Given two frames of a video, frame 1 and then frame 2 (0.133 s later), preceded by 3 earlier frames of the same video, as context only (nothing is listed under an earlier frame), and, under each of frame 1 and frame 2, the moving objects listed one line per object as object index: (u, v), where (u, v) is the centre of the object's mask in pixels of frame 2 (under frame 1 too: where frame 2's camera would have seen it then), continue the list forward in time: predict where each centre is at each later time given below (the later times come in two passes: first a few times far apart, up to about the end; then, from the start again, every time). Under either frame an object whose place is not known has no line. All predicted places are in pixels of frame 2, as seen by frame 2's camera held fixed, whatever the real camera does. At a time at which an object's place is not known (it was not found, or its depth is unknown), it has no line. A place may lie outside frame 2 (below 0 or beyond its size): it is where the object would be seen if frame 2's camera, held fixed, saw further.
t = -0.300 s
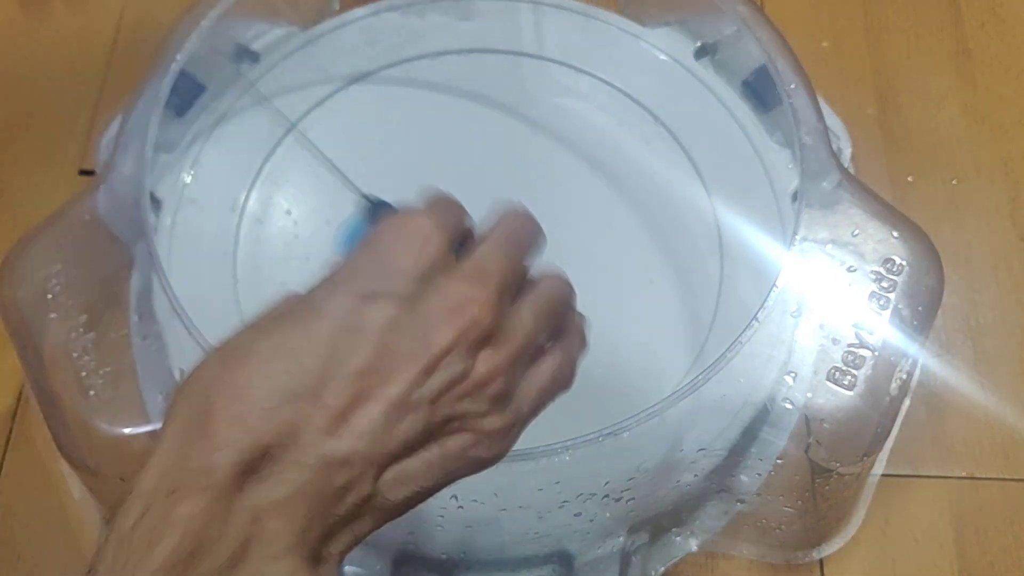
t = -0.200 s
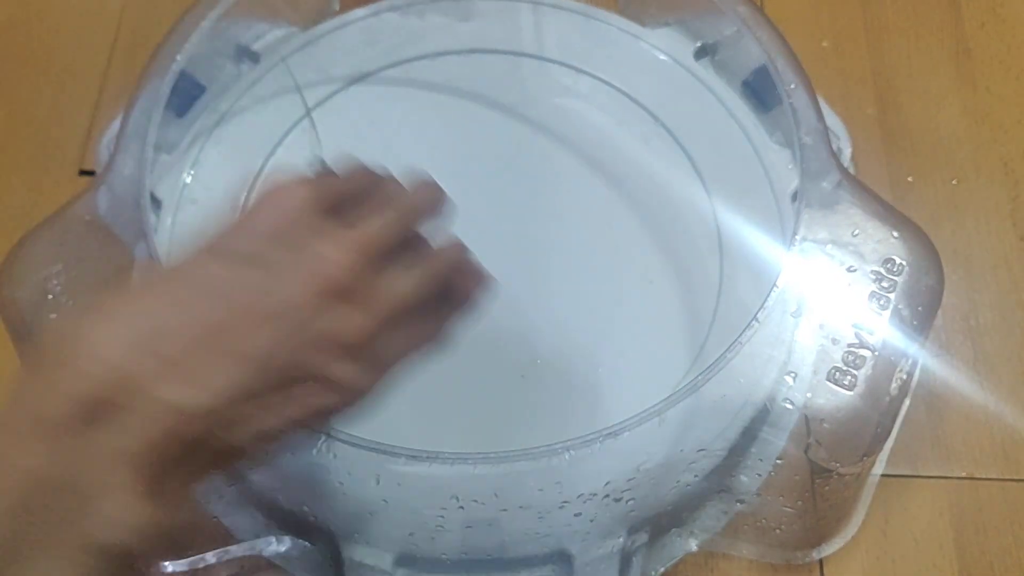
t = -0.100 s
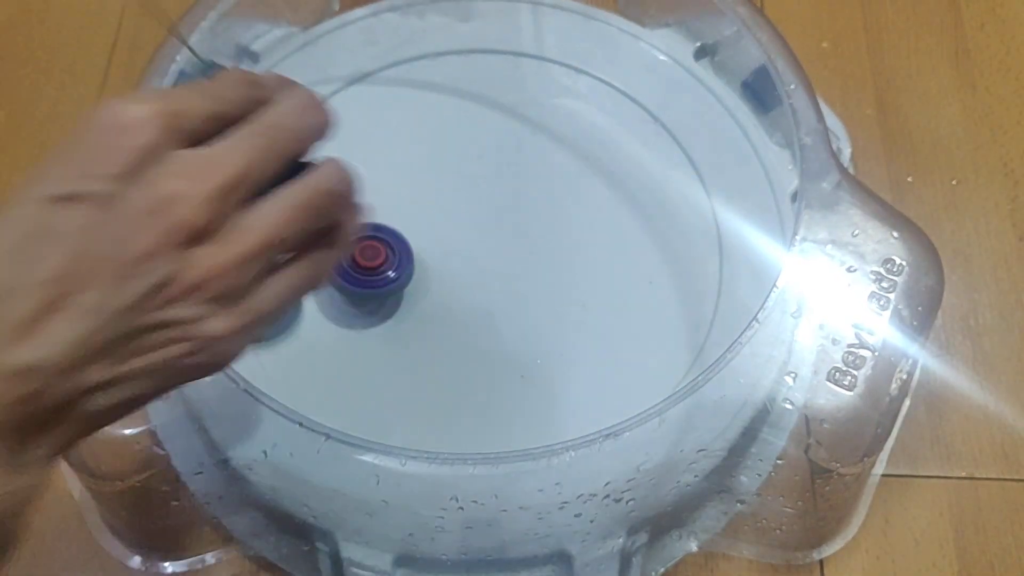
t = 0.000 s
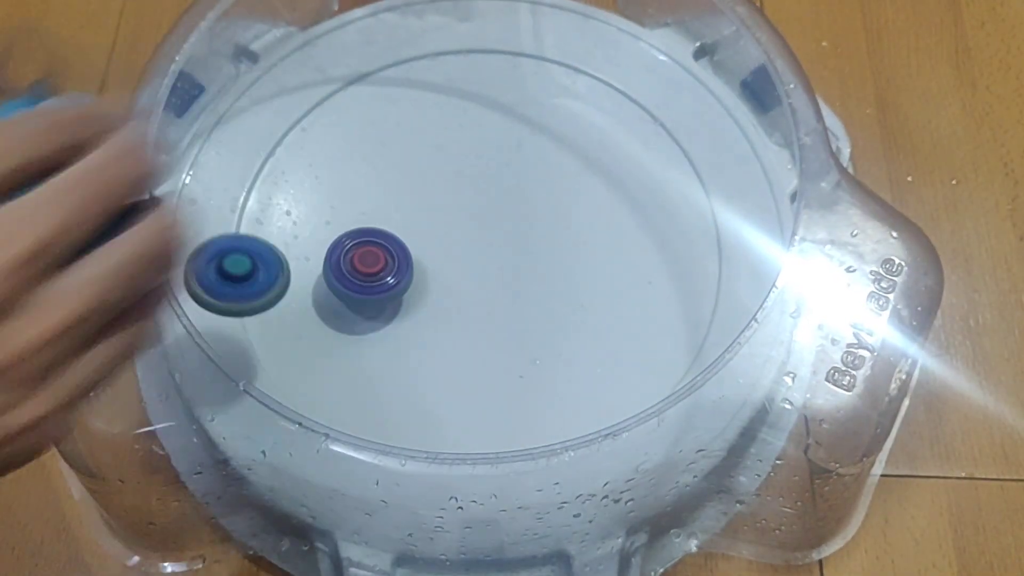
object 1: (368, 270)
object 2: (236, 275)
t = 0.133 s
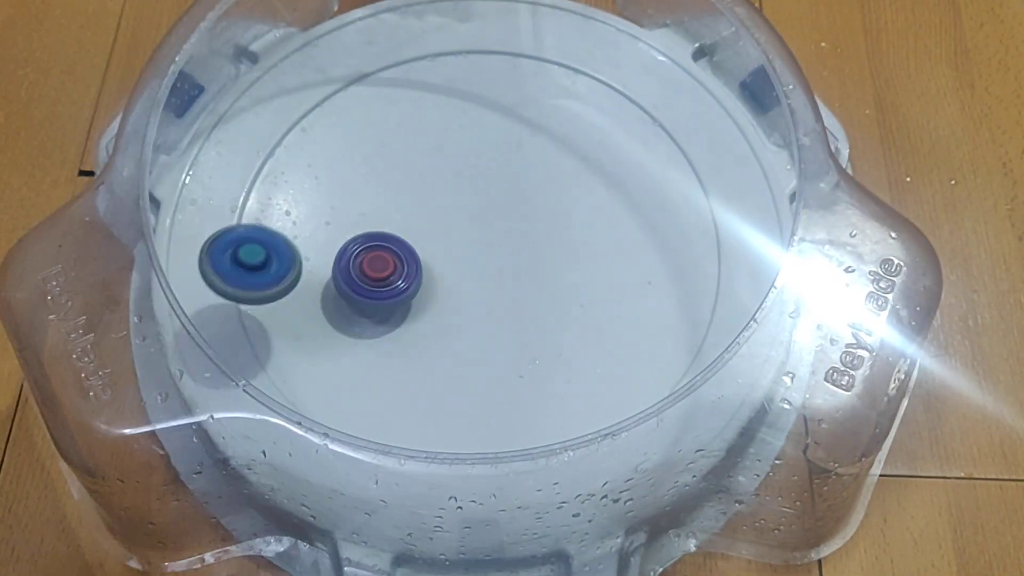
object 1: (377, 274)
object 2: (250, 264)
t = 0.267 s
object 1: (392, 269)
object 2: (295, 292)
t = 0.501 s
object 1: (548, 184)
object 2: (255, 325)
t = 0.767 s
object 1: (561, 99)
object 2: (292, 308)
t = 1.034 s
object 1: (459, 92)
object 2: (311, 262)
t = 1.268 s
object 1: (416, 162)
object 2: (297, 211)
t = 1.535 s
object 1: (462, 220)
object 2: (286, 197)
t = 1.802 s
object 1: (547, 242)
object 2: (326, 183)
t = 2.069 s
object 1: (606, 212)
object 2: (359, 130)
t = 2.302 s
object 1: (566, 201)
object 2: (363, 109)
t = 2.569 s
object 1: (527, 241)
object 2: (394, 113)
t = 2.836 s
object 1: (510, 283)
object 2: (456, 109)
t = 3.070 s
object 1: (512, 340)
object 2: (487, 90)
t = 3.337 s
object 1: (529, 329)
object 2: (503, 104)
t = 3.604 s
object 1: (488, 303)
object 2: (564, 130)
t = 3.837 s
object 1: (453, 293)
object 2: (599, 126)
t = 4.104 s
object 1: (421, 281)
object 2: (596, 157)
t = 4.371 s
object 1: (396, 262)
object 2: (634, 213)
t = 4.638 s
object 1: (378, 248)
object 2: (660, 215)
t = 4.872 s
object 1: (379, 243)
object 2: (626, 246)
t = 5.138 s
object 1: (405, 234)
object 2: (621, 317)
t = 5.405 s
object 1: (442, 221)
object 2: (637, 340)
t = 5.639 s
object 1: (470, 204)
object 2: (604, 338)
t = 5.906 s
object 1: (488, 188)
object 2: (525, 366)
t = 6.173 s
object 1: (500, 192)
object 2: (492, 409)
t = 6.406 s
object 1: (510, 209)
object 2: (492, 398)
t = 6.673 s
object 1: (522, 235)
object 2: (424, 371)
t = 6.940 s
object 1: (533, 261)
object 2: (371, 376)
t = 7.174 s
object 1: (535, 279)
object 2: (370, 361)
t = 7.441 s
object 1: (525, 295)
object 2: (343, 305)
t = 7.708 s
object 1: (507, 303)
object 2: (311, 273)
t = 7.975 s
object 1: (479, 306)
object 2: (317, 257)
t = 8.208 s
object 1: (455, 304)
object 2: (334, 219)
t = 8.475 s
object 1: (433, 293)
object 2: (341, 181)
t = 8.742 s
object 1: (417, 271)
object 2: (361, 163)
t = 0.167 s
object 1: (380, 275)
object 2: (257, 264)
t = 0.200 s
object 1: (383, 273)
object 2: (269, 275)
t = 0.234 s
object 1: (387, 271)
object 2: (286, 298)
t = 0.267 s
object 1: (392, 269)
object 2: (295, 292)
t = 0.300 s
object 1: (395, 268)
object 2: (303, 284)
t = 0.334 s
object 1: (400, 266)
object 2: (316, 286)
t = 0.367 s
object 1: (416, 255)
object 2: (315, 302)
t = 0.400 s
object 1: (455, 237)
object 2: (288, 316)
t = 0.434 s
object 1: (492, 219)
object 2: (271, 320)
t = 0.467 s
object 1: (523, 199)
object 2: (259, 328)
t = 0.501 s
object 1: (548, 184)
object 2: (255, 325)
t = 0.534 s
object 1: (567, 171)
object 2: (260, 327)
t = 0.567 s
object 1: (581, 158)
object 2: (269, 326)
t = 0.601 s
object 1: (590, 148)
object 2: (276, 324)
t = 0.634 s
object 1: (592, 138)
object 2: (282, 321)
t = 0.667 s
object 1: (589, 129)
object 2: (285, 319)
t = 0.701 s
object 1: (582, 119)
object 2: (287, 316)
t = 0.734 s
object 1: (572, 108)
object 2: (289, 312)
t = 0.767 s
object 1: (561, 99)
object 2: (292, 308)
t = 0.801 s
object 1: (547, 96)
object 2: (294, 304)
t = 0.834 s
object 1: (535, 92)
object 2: (296, 300)
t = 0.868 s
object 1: (522, 93)
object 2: (299, 295)
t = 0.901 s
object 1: (509, 91)
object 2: (302, 290)
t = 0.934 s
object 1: (496, 87)
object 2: (305, 284)
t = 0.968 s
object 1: (484, 87)
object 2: (307, 277)
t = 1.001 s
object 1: (471, 86)
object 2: (309, 270)
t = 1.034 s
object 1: (459, 92)
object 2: (311, 262)
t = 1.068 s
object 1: (448, 97)
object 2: (311, 254)
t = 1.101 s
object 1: (437, 104)
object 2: (311, 245)
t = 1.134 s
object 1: (427, 112)
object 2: (310, 237)
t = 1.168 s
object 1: (419, 123)
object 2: (308, 229)
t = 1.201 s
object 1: (415, 138)
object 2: (304, 222)
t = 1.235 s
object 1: (414, 150)
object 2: (301, 215)
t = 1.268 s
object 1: (416, 162)
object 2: (297, 211)
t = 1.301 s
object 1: (420, 172)
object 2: (293, 207)
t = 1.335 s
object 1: (424, 183)
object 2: (290, 204)
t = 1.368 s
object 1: (430, 193)
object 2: (288, 202)
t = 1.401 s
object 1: (436, 202)
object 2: (287, 201)
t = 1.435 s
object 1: (442, 209)
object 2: (285, 200)
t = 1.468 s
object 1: (449, 214)
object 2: (285, 198)
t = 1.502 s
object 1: (455, 218)
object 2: (285, 198)
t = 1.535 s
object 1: (462, 220)
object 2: (286, 197)
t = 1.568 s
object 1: (471, 224)
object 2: (288, 196)
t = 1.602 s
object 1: (482, 229)
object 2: (291, 195)
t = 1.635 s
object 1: (493, 233)
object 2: (295, 195)
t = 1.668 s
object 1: (504, 236)
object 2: (299, 195)
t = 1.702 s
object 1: (515, 238)
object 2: (306, 193)
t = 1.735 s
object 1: (526, 240)
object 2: (312, 191)
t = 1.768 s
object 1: (537, 242)
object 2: (319, 187)
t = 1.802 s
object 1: (547, 242)
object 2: (326, 183)
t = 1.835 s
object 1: (558, 242)
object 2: (333, 178)
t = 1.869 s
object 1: (568, 241)
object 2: (340, 171)
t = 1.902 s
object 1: (578, 239)
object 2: (346, 164)
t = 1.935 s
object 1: (586, 236)
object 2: (350, 157)
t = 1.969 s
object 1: (594, 232)
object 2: (354, 150)
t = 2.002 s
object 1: (600, 226)
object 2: (356, 142)
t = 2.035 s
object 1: (604, 220)
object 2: (358, 136)
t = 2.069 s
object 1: (606, 212)
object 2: (359, 130)
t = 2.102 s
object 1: (604, 205)
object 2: (360, 125)
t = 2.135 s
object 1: (599, 200)
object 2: (360, 121)
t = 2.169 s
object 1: (593, 198)
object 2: (360, 117)
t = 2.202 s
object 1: (587, 197)
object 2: (360, 114)
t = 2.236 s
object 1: (580, 197)
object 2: (361, 112)
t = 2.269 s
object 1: (573, 199)
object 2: (362, 110)
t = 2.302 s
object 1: (566, 201)
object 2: (363, 109)
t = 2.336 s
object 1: (558, 206)
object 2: (364, 108)
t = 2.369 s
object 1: (550, 208)
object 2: (366, 108)
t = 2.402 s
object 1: (544, 216)
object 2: (369, 108)
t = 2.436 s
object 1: (538, 220)
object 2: (372, 109)
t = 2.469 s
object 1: (535, 227)
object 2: (376, 110)
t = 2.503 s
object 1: (531, 231)
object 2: (381, 111)
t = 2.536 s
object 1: (529, 237)
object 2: (387, 112)
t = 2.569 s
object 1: (527, 241)
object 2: (394, 113)
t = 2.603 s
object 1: (524, 246)
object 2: (402, 115)
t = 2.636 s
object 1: (522, 251)
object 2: (409, 116)
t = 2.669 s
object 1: (519, 254)
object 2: (417, 114)
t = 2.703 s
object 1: (518, 260)
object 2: (425, 114)
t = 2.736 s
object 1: (516, 263)
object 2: (433, 113)
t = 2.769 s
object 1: (515, 269)
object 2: (441, 112)
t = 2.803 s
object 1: (514, 275)
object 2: (449, 110)
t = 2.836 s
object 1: (510, 283)
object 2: (456, 109)
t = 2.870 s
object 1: (507, 292)
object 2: (463, 106)
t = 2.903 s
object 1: (505, 302)
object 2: (469, 103)
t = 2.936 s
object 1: (504, 310)
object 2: (474, 101)
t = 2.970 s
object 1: (504, 318)
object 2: (478, 96)
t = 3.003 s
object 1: (505, 327)
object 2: (482, 94)
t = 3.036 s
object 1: (508, 334)
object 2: (485, 93)
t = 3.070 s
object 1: (512, 340)
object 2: (487, 90)
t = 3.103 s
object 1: (517, 345)
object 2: (489, 90)
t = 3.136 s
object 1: (523, 346)
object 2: (491, 90)
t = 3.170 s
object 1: (528, 344)
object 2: (492, 90)
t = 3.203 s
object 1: (530, 342)
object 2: (493, 91)
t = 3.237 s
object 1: (532, 339)
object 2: (495, 93)
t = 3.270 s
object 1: (532, 336)
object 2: (497, 95)
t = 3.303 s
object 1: (531, 333)
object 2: (500, 99)
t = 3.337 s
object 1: (529, 329)
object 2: (503, 104)
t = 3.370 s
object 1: (526, 325)
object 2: (508, 110)
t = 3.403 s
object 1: (522, 321)
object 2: (515, 115)
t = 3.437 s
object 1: (516, 318)
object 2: (522, 118)
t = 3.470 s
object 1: (510, 314)
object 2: (531, 122)
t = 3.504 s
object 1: (504, 311)
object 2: (539, 125)
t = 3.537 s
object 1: (498, 309)
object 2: (547, 128)
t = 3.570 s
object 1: (493, 306)
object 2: (556, 130)
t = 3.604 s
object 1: (488, 303)
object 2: (564, 130)
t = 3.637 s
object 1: (482, 301)
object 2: (572, 132)
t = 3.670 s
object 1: (478, 300)
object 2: (580, 131)
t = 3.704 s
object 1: (473, 298)
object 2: (586, 131)
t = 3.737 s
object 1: (468, 297)
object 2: (592, 129)
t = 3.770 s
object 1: (463, 296)
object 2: (595, 128)
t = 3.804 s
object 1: (458, 295)
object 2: (598, 126)
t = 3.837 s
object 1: (453, 293)
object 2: (599, 126)
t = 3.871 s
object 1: (449, 292)
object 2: (599, 125)
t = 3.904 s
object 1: (444, 291)
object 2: (599, 125)
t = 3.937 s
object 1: (440, 289)
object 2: (598, 126)
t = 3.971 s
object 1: (436, 288)
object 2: (596, 128)
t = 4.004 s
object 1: (432, 286)
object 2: (594, 133)
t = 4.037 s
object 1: (428, 285)
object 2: (594, 140)
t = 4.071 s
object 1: (425, 283)
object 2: (594, 148)
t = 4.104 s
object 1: (421, 281)
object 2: (596, 157)
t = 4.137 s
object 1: (417, 278)
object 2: (599, 165)
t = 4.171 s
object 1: (414, 276)
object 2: (602, 173)
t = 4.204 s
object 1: (411, 273)
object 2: (605, 181)
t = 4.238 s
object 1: (407, 270)
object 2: (610, 189)
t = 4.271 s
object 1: (404, 268)
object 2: (615, 196)
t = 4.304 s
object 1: (401, 266)
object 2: (621, 203)
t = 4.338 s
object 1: (398, 264)
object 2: (627, 208)
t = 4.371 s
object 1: (396, 262)
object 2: (634, 213)
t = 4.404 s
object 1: (393, 261)
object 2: (640, 216)
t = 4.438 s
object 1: (390, 258)
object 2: (647, 219)
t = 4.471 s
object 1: (388, 256)
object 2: (652, 220)
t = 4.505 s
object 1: (386, 254)
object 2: (656, 220)
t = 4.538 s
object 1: (383, 252)
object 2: (659, 219)
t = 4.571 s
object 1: (381, 251)
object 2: (661, 217)
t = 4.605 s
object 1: (379, 250)
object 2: (661, 216)
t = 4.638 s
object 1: (378, 248)
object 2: (660, 215)
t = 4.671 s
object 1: (376, 248)
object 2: (657, 214)
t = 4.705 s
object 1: (376, 247)
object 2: (653, 214)
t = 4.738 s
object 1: (376, 246)
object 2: (648, 219)
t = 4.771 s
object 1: (376, 246)
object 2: (642, 224)
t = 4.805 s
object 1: (376, 245)
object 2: (636, 231)
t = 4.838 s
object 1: (377, 244)
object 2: (630, 238)
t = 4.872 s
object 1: (379, 243)
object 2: (626, 246)
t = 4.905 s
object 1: (381, 242)
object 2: (622, 255)
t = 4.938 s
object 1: (383, 241)
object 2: (619, 264)
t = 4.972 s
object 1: (386, 240)
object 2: (617, 274)
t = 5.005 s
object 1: (389, 239)
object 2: (616, 283)
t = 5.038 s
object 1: (392, 238)
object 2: (616, 292)
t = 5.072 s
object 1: (396, 237)
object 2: (617, 301)
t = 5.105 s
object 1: (401, 235)
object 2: (619, 309)
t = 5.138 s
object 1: (405, 234)
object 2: (621, 317)
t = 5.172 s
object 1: (410, 233)
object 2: (623, 323)
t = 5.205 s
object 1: (414, 232)
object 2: (626, 329)
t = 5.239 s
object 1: (419, 230)
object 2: (628, 333)
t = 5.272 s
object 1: (424, 228)
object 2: (631, 336)
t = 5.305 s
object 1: (428, 226)
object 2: (634, 338)
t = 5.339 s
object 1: (433, 225)
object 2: (636, 339)
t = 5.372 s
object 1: (438, 223)
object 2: (637, 340)
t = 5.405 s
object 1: (442, 221)
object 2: (637, 340)
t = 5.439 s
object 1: (447, 219)
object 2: (637, 340)
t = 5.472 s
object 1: (451, 216)
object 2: (635, 339)
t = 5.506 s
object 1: (455, 214)
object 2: (632, 339)
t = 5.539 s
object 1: (459, 211)
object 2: (628, 338)
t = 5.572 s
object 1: (463, 209)
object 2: (621, 338)
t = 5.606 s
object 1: (466, 206)
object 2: (613, 338)
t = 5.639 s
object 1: (470, 204)
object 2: (604, 338)
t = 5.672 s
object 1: (473, 201)
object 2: (594, 339)
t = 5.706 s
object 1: (476, 199)
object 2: (584, 342)
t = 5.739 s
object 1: (478, 196)
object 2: (573, 345)
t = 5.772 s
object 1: (481, 194)
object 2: (563, 349)
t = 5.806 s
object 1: (483, 192)
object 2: (552, 354)
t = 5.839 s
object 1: (485, 191)
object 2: (543, 358)
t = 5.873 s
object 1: (487, 189)
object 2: (533, 363)
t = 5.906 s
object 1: (488, 188)
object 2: (525, 366)
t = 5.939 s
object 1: (490, 187)
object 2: (517, 371)
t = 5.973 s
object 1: (492, 187)
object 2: (510, 378)
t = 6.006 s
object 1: (493, 187)
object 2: (503, 384)
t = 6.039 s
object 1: (494, 188)
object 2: (498, 389)
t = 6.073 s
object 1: (496, 188)
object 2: (495, 395)
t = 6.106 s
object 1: (497, 189)
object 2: (492, 400)
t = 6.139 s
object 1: (498, 190)
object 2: (492, 405)
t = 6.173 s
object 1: (500, 192)
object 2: (492, 409)
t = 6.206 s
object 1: (501, 193)
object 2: (493, 410)
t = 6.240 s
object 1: (503, 195)
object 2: (494, 411)
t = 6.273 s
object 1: (504, 198)
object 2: (495, 411)
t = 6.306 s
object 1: (506, 200)
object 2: (497, 410)
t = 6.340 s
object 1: (507, 202)
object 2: (497, 408)
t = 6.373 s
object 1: (508, 205)
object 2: (496, 403)
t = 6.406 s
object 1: (510, 209)
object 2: (492, 398)
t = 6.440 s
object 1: (511, 211)
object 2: (488, 393)
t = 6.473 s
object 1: (513, 215)
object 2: (481, 388)
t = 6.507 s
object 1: (514, 218)
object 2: (473, 384)
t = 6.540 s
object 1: (515, 221)
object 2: (464, 379)
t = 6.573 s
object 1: (517, 225)
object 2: (454, 377)
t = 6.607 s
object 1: (518, 228)
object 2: (444, 374)
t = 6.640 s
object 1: (520, 232)
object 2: (434, 372)
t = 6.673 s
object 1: (522, 235)
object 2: (424, 371)
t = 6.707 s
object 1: (523, 238)
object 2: (413, 370)
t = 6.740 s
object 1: (525, 242)
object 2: (404, 370)
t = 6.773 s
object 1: (527, 245)
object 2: (395, 370)
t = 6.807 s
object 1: (528, 248)
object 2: (387, 372)
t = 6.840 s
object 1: (530, 251)
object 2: (381, 372)
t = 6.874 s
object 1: (531, 255)
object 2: (376, 374)
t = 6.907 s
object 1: (532, 258)
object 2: (372, 375)
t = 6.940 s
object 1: (533, 261)
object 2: (371, 376)
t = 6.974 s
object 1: (534, 263)
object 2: (370, 376)
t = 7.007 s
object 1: (535, 266)
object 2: (369, 377)
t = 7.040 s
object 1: (535, 269)
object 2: (369, 376)
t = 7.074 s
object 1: (536, 271)
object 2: (369, 374)
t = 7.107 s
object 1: (536, 274)
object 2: (370, 371)
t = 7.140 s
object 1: (536, 277)
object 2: (370, 367)
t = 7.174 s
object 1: (535, 279)
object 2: (370, 361)
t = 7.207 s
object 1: (534, 281)
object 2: (368, 355)
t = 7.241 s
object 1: (534, 283)
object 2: (366, 349)
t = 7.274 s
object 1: (533, 286)
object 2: (364, 342)
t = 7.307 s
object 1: (531, 288)
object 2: (360, 334)
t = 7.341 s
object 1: (530, 290)
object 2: (356, 327)
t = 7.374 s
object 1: (529, 292)
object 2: (353, 319)
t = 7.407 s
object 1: (527, 293)
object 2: (348, 312)
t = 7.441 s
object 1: (525, 295)
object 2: (343, 305)
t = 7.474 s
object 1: (524, 296)
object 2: (339, 299)
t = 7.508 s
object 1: (522, 297)
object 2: (334, 294)
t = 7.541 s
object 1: (520, 299)
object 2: (329, 288)
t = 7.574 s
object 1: (517, 299)
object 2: (325, 284)
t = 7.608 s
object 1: (515, 301)
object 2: (320, 280)
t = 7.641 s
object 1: (512, 301)
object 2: (317, 277)
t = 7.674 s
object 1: (510, 303)
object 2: (313, 275)
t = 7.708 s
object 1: (507, 303)
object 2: (311, 273)
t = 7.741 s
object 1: (503, 303)
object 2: (309, 271)
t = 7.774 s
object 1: (499, 304)
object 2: (308, 270)
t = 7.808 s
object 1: (496, 304)
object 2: (308, 268)
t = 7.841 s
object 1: (492, 304)
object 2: (308, 267)
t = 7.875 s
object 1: (489, 305)
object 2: (310, 266)
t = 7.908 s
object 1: (486, 305)
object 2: (312, 263)
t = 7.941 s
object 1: (482, 306)
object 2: (314, 261)
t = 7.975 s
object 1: (479, 306)
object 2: (317, 257)
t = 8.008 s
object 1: (475, 306)
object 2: (320, 253)
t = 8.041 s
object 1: (472, 306)
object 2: (324, 248)
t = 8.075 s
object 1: (468, 306)
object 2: (327, 242)
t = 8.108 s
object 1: (465, 306)
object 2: (329, 237)
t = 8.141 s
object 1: (461, 305)
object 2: (331, 231)
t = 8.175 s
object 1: (458, 305)
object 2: (333, 225)
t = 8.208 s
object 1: (455, 304)
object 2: (334, 219)
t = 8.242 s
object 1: (452, 304)
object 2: (335, 213)
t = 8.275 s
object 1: (449, 303)
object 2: (336, 207)
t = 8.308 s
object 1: (446, 303)
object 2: (337, 201)
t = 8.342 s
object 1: (443, 300)
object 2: (338, 196)
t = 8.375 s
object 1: (441, 299)
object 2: (338, 192)
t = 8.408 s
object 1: (438, 297)
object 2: (339, 187)
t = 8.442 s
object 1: (436, 296)
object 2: (340, 184)
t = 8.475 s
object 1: (433, 293)
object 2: (341, 181)
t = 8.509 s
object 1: (431, 291)
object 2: (342, 177)
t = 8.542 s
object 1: (429, 289)
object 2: (343, 175)
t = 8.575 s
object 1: (427, 286)
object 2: (345, 173)
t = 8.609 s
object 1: (425, 284)
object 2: (347, 169)
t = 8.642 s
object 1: (423, 280)
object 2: (350, 167)
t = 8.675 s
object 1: (421, 277)
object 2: (353, 167)
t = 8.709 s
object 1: (419, 274)
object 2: (357, 166)
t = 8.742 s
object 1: (417, 271)
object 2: (361, 163)
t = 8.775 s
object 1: (415, 268)
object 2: (365, 161)
